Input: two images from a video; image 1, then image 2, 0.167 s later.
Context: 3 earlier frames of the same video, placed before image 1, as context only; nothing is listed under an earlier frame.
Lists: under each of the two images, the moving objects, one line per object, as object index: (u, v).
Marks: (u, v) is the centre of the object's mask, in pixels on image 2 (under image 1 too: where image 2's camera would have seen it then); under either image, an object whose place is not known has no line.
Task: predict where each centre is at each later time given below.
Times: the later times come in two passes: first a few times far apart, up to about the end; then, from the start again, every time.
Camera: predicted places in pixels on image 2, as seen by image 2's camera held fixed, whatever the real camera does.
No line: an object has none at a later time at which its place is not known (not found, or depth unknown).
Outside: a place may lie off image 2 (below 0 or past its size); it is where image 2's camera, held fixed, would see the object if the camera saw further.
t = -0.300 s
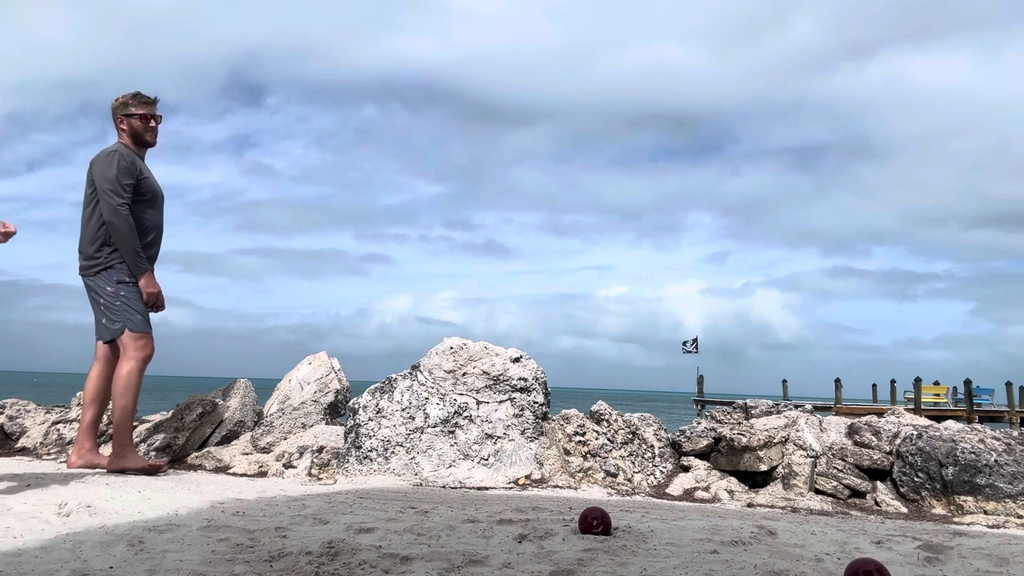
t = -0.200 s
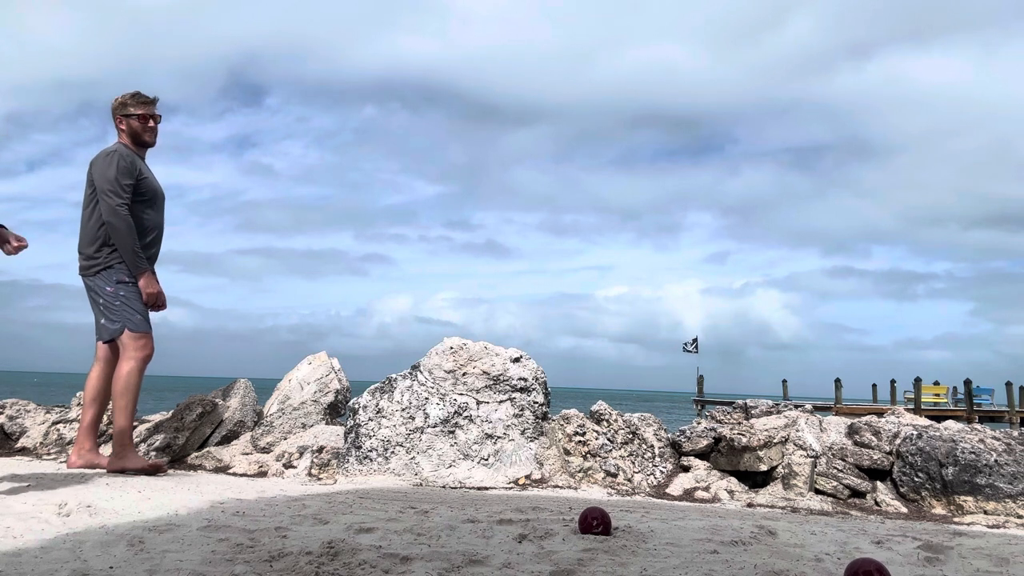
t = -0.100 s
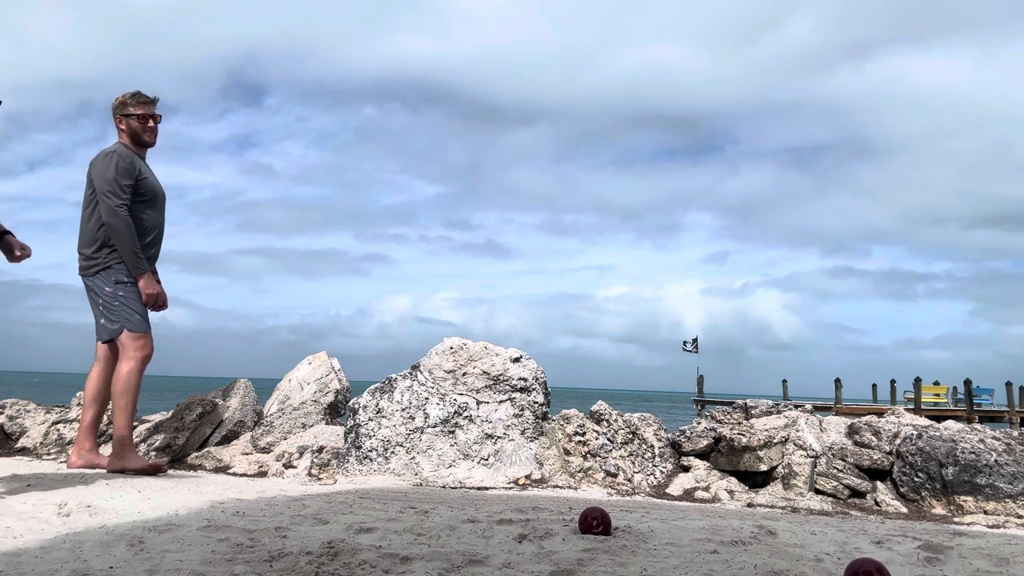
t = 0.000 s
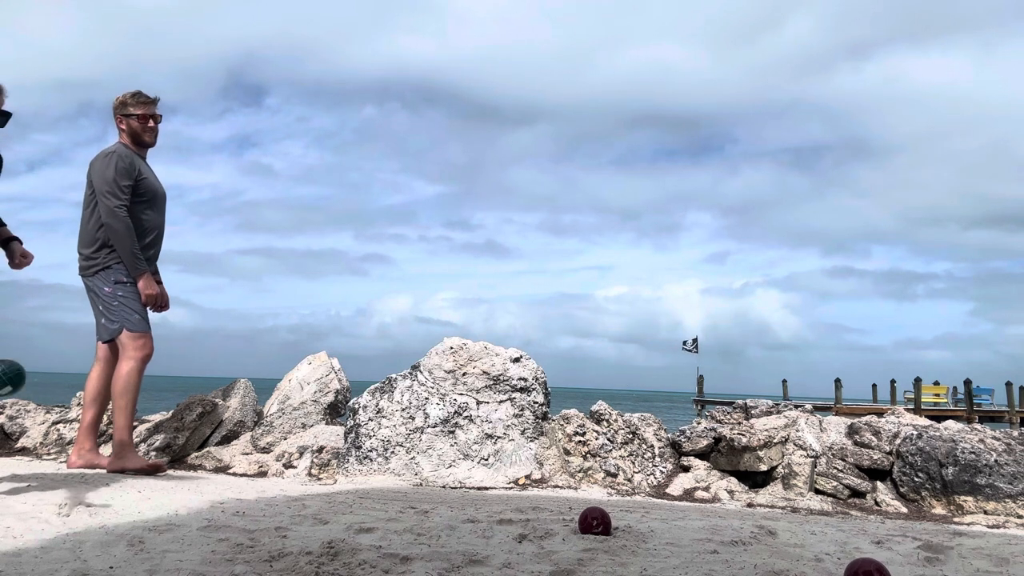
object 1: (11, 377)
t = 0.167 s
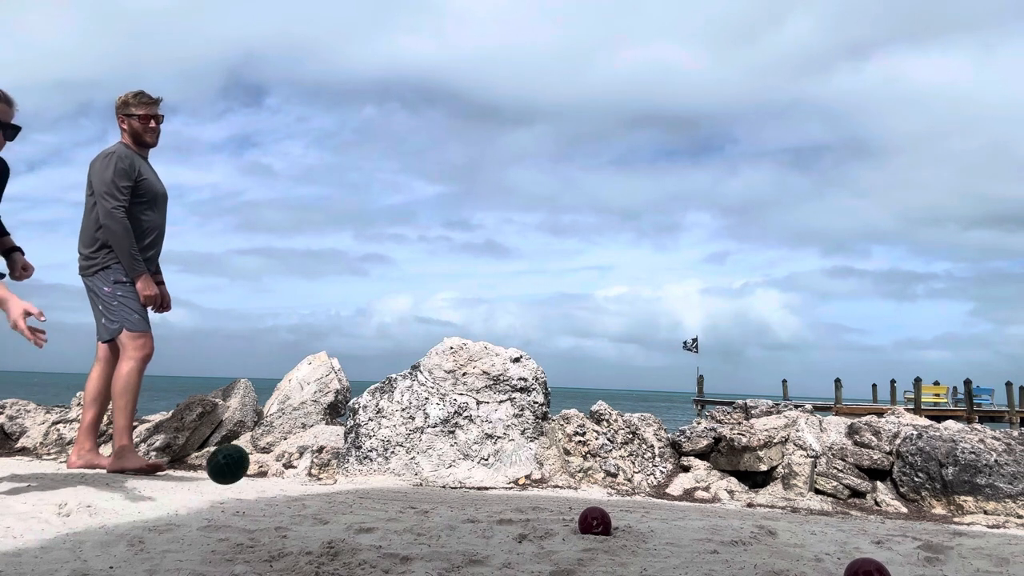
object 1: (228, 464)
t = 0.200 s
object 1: (275, 496)
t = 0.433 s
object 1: (523, 552)
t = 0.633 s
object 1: (666, 560)
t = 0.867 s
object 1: (782, 566)
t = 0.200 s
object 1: (275, 496)
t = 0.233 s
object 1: (323, 533)
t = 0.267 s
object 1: (362, 541)
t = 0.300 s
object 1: (399, 549)
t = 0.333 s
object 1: (432, 548)
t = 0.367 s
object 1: (465, 552)
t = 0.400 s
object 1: (496, 552)
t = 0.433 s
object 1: (523, 552)
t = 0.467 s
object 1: (550, 554)
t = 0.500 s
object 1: (577, 559)
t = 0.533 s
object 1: (601, 558)
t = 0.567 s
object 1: (623, 558)
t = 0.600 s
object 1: (645, 559)
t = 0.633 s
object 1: (666, 560)
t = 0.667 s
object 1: (685, 560)
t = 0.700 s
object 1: (704, 561)
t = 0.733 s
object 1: (721, 563)
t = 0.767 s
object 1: (738, 564)
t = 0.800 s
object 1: (753, 565)
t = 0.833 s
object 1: (768, 565)
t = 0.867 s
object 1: (782, 566)
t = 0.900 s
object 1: (794, 566)
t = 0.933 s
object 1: (807, 567)
